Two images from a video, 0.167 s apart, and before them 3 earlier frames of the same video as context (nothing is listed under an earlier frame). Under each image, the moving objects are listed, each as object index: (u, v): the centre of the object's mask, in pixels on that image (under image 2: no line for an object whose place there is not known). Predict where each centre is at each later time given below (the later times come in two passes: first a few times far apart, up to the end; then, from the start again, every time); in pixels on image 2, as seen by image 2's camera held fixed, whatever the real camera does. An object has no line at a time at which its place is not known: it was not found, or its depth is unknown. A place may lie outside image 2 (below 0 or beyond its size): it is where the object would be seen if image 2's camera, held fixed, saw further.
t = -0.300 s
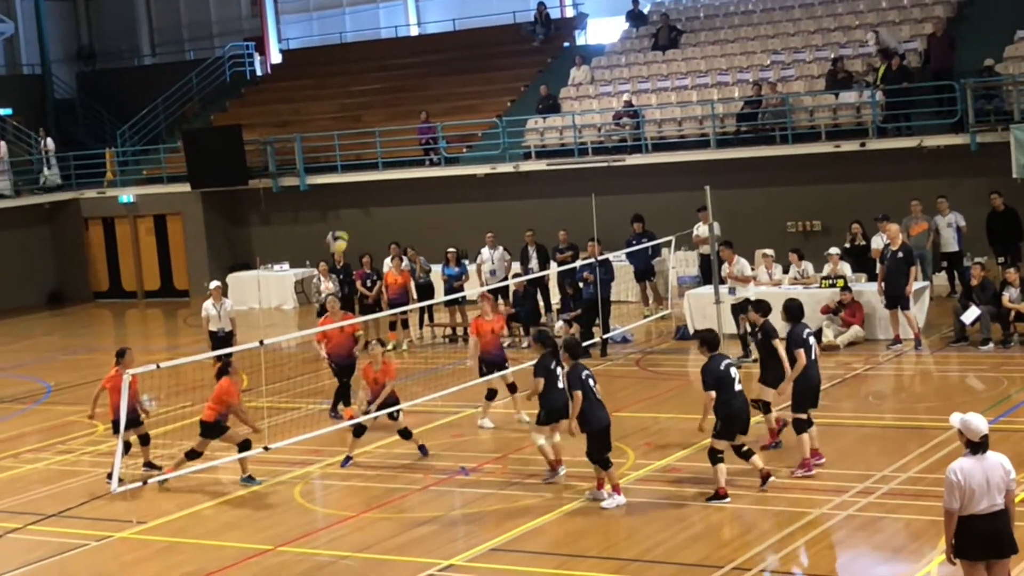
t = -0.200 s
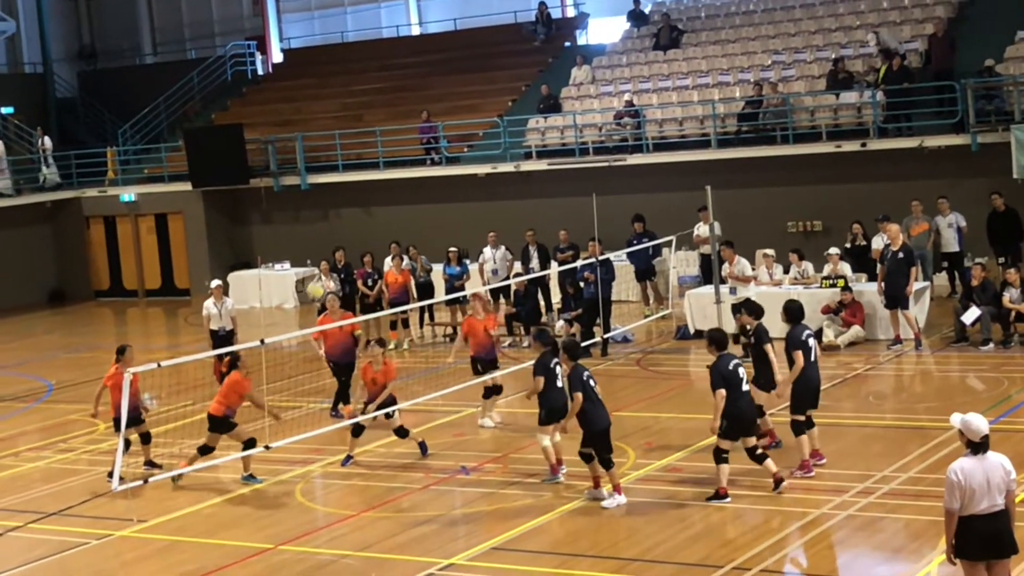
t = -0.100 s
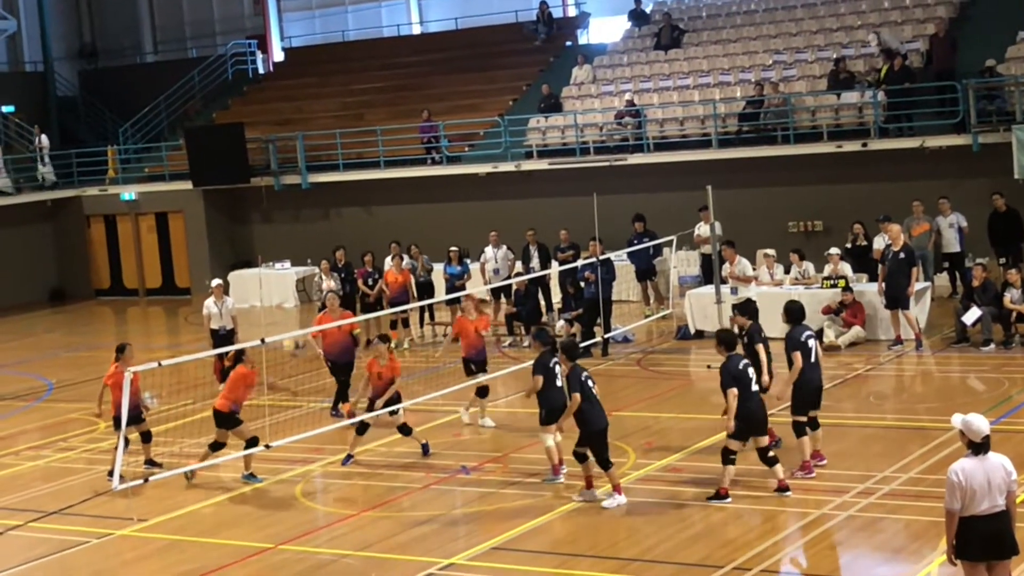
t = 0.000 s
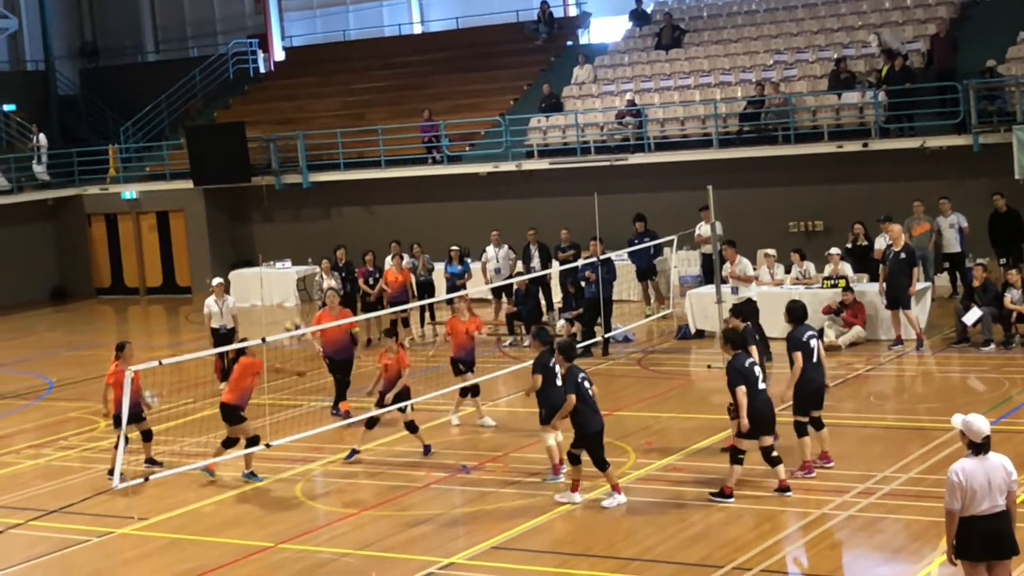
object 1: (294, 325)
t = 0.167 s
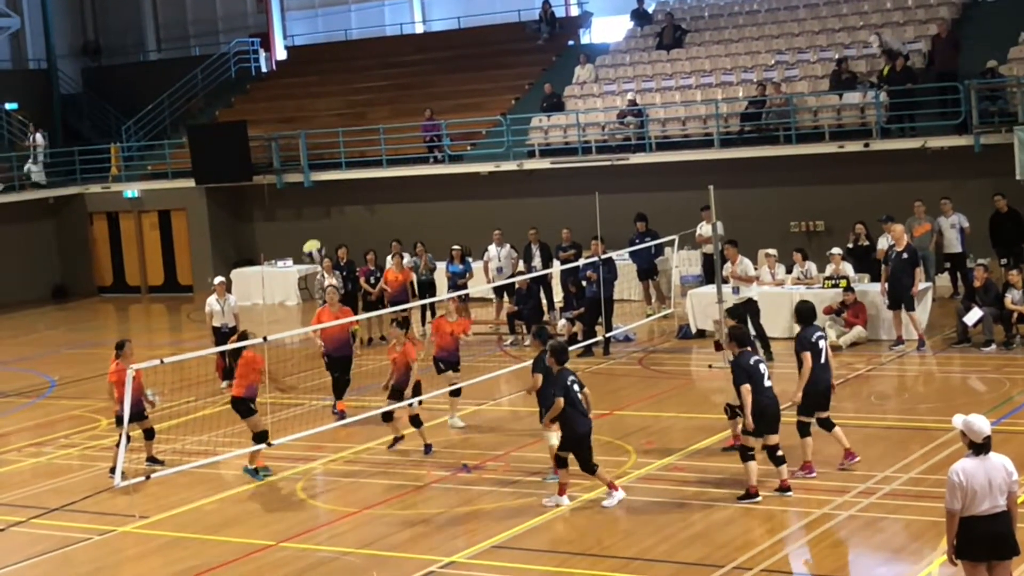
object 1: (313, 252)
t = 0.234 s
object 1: (320, 227)
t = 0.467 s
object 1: (348, 174)
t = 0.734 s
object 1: (385, 172)
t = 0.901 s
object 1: (411, 202)
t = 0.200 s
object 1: (317, 239)
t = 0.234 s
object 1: (320, 227)
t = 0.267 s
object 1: (323, 216)
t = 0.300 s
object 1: (327, 207)
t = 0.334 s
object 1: (331, 198)
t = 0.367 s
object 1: (336, 191)
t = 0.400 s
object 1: (339, 185)
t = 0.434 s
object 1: (344, 179)
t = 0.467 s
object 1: (348, 174)
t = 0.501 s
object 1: (352, 170)
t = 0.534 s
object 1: (357, 167)
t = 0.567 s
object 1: (362, 166)
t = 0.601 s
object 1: (366, 165)
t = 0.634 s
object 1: (371, 166)
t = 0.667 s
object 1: (376, 167)
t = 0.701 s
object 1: (380, 169)
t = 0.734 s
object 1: (385, 172)
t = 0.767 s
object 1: (391, 177)
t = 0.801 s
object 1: (395, 182)
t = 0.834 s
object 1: (400, 187)
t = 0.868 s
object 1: (406, 194)
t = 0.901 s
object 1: (411, 202)
